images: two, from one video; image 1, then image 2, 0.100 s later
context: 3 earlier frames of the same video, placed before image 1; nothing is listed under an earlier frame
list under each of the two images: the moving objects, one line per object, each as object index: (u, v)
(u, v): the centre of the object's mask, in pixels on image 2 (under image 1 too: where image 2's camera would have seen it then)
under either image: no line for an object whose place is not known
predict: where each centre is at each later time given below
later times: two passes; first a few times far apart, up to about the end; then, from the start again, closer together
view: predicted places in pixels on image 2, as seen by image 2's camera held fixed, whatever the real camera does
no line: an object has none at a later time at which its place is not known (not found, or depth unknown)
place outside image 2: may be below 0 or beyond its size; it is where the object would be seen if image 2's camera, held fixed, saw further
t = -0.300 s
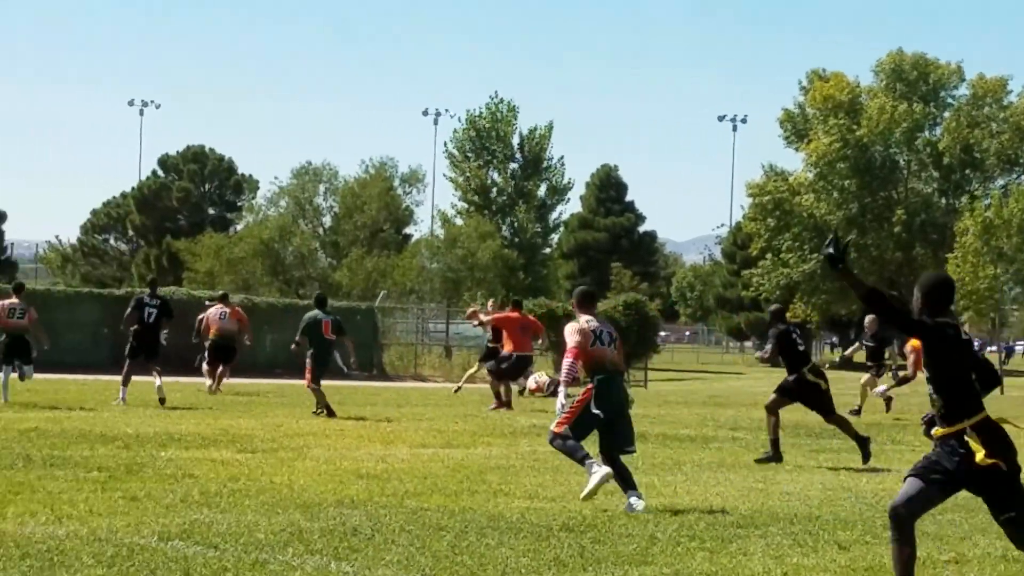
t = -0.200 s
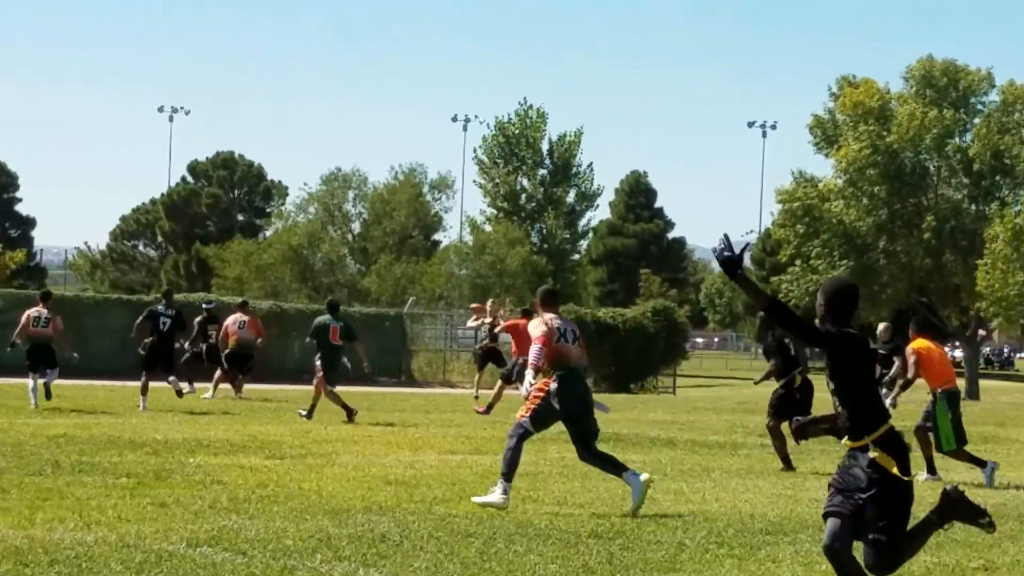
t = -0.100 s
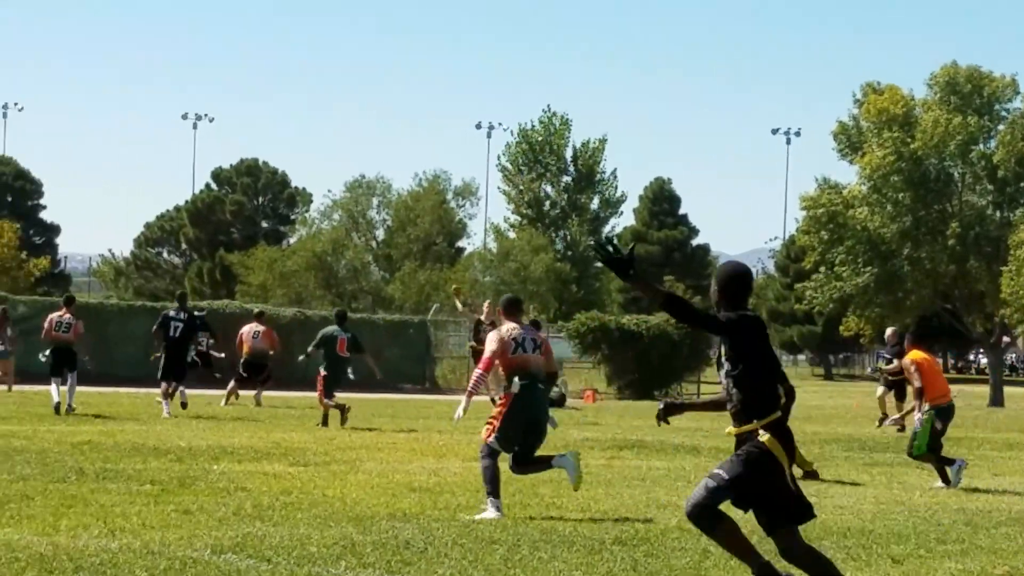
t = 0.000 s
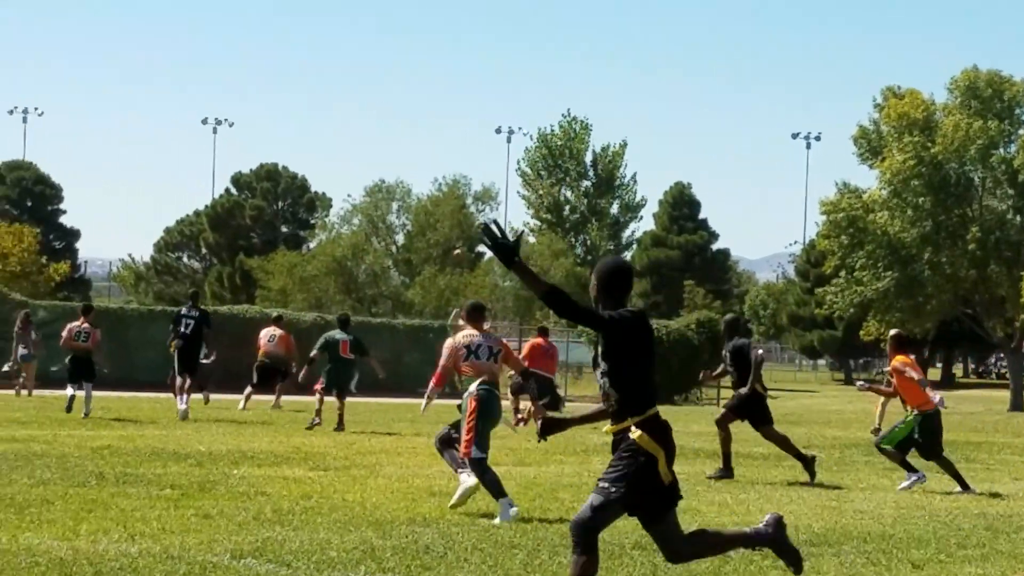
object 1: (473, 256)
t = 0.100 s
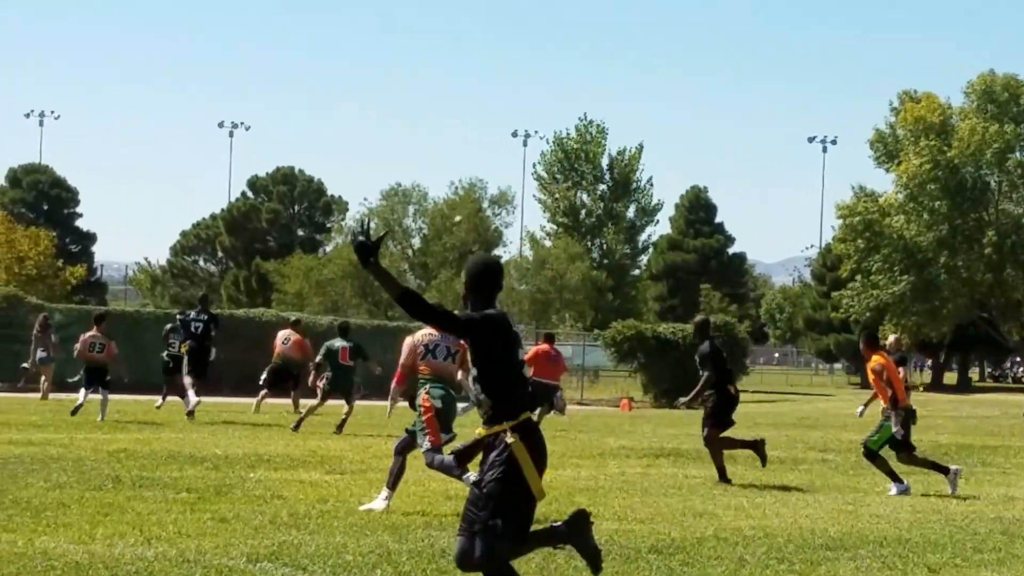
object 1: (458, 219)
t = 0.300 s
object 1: (424, 160)
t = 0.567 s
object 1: (365, 106)
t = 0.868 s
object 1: (281, 98)
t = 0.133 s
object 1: (453, 208)
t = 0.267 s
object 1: (430, 169)
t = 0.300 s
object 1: (424, 160)
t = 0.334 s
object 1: (417, 151)
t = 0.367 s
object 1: (410, 143)
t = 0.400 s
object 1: (403, 136)
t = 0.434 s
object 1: (395, 128)
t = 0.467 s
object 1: (388, 121)
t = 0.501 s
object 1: (380, 115)
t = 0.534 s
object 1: (372, 111)
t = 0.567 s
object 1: (365, 106)
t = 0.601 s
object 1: (356, 102)
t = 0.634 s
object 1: (347, 99)
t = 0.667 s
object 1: (338, 96)
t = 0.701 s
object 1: (330, 95)
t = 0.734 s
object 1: (321, 93)
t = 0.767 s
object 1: (311, 93)
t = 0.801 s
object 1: (302, 94)
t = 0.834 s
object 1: (292, 96)
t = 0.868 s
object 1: (281, 98)
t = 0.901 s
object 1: (270, 100)
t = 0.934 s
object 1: (258, 104)
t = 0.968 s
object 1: (246, 111)
